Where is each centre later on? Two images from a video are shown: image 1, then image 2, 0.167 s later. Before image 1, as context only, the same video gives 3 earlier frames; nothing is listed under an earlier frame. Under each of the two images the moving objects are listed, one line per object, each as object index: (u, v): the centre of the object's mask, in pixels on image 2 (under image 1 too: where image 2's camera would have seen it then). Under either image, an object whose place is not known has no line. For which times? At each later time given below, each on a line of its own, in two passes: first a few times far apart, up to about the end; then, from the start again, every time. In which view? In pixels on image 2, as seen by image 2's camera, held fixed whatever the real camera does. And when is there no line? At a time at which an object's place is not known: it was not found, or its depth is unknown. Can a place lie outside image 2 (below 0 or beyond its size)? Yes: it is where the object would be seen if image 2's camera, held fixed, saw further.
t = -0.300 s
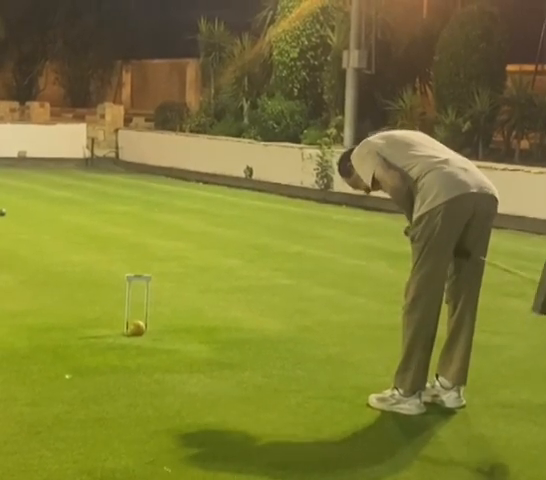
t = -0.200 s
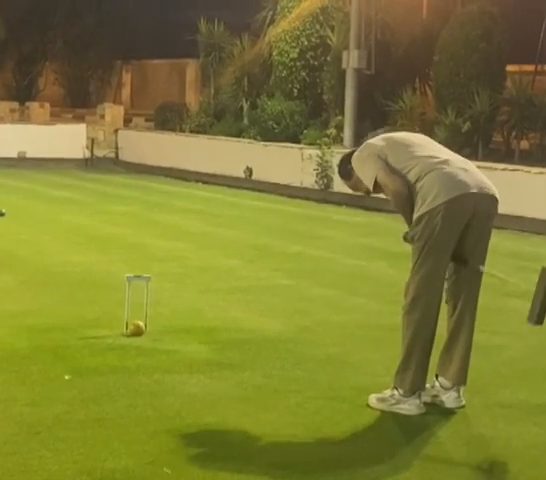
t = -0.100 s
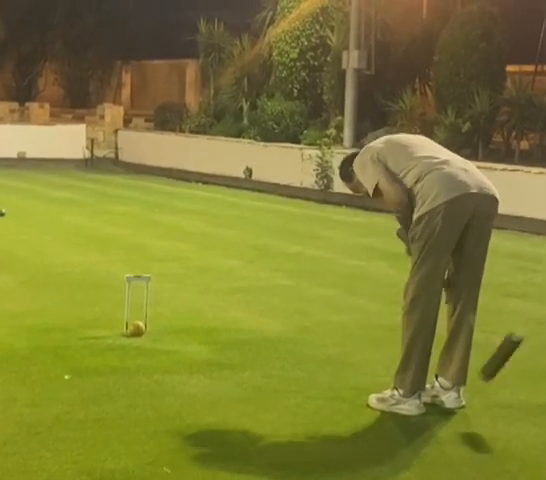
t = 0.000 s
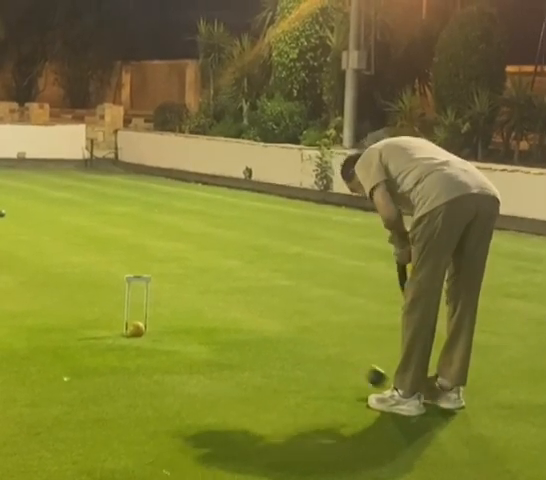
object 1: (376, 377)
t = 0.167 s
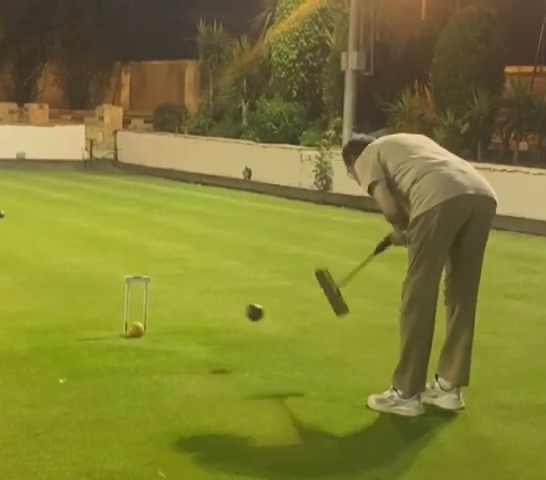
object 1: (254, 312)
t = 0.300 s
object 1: (172, 305)
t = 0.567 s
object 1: (102, 310)
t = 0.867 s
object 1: (57, 300)
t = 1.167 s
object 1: (25, 290)
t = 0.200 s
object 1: (232, 307)
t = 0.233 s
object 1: (212, 304)
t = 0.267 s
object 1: (192, 304)
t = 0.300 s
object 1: (172, 305)
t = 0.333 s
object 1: (153, 308)
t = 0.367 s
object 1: (136, 313)
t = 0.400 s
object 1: (131, 320)
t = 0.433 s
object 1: (126, 321)
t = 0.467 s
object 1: (119, 317)
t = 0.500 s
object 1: (114, 312)
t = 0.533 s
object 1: (108, 310)
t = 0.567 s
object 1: (102, 310)
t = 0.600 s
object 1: (96, 312)
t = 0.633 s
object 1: (90, 313)
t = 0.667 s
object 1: (85, 309)
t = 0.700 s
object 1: (80, 307)
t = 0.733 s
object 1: (75, 307)
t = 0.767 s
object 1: (70, 307)
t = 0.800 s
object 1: (66, 304)
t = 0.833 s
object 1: (62, 301)
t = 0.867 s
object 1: (57, 300)
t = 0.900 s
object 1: (53, 301)
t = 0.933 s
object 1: (49, 298)
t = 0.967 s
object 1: (45, 297)
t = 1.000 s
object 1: (42, 296)
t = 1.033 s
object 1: (38, 295)
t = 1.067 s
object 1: (35, 294)
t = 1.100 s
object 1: (31, 293)
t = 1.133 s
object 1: (28, 291)
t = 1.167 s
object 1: (25, 290)
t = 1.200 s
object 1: (23, 289)
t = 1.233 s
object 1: (22, 288)
